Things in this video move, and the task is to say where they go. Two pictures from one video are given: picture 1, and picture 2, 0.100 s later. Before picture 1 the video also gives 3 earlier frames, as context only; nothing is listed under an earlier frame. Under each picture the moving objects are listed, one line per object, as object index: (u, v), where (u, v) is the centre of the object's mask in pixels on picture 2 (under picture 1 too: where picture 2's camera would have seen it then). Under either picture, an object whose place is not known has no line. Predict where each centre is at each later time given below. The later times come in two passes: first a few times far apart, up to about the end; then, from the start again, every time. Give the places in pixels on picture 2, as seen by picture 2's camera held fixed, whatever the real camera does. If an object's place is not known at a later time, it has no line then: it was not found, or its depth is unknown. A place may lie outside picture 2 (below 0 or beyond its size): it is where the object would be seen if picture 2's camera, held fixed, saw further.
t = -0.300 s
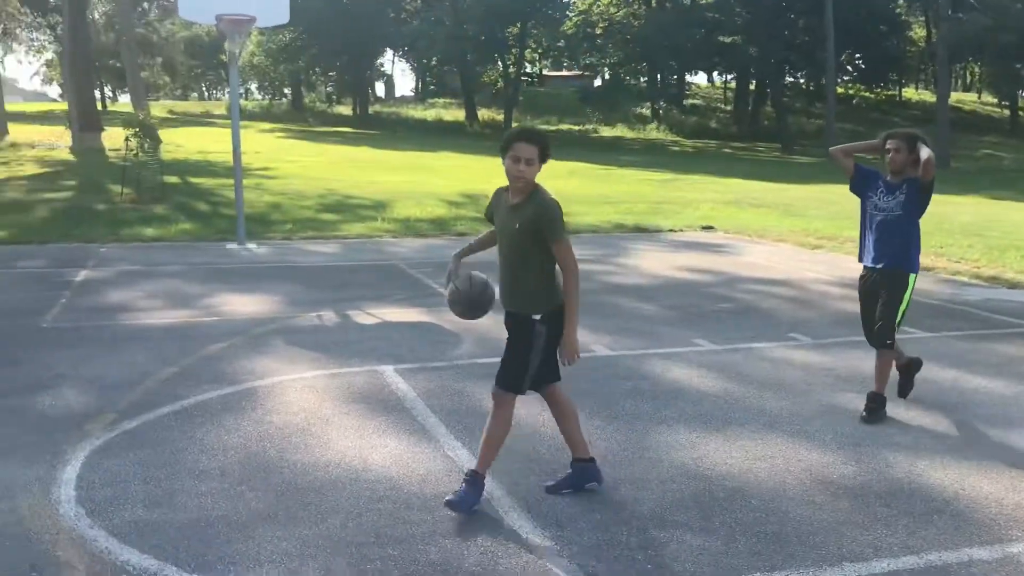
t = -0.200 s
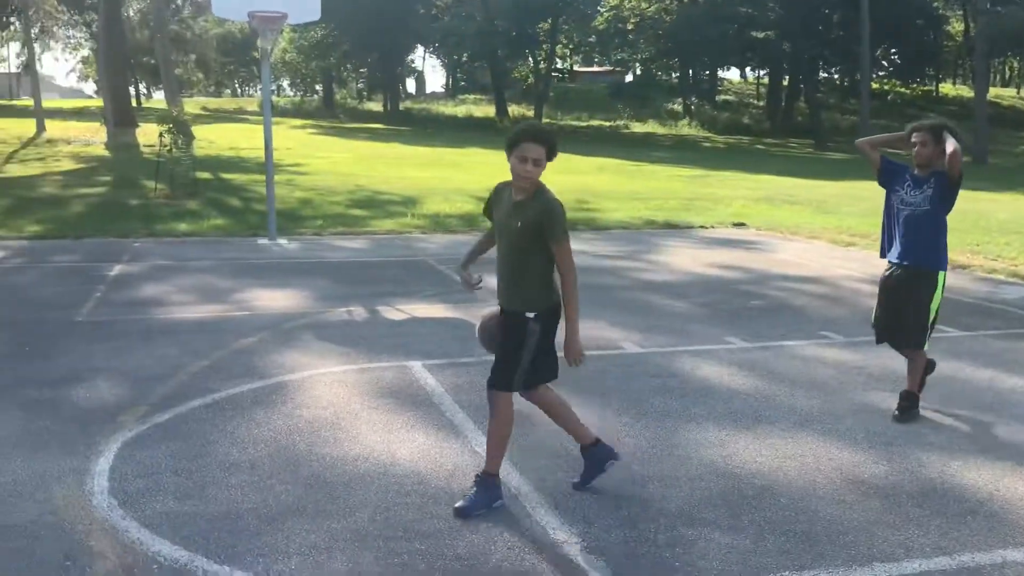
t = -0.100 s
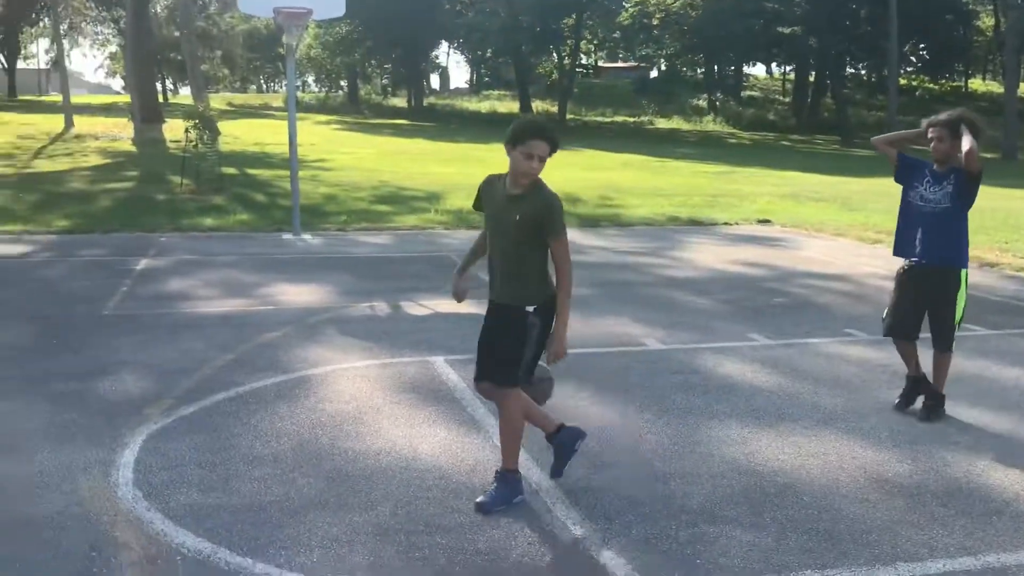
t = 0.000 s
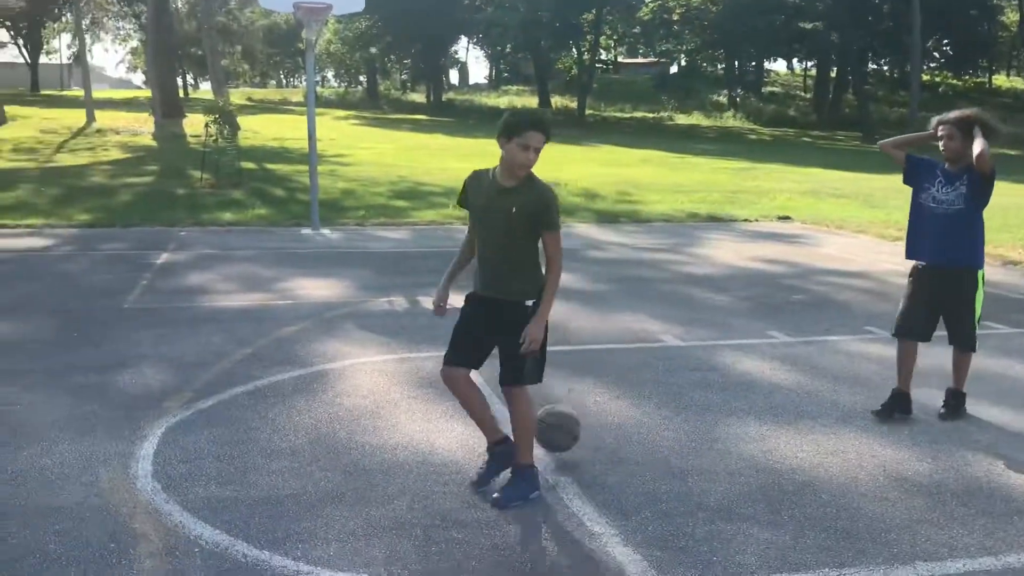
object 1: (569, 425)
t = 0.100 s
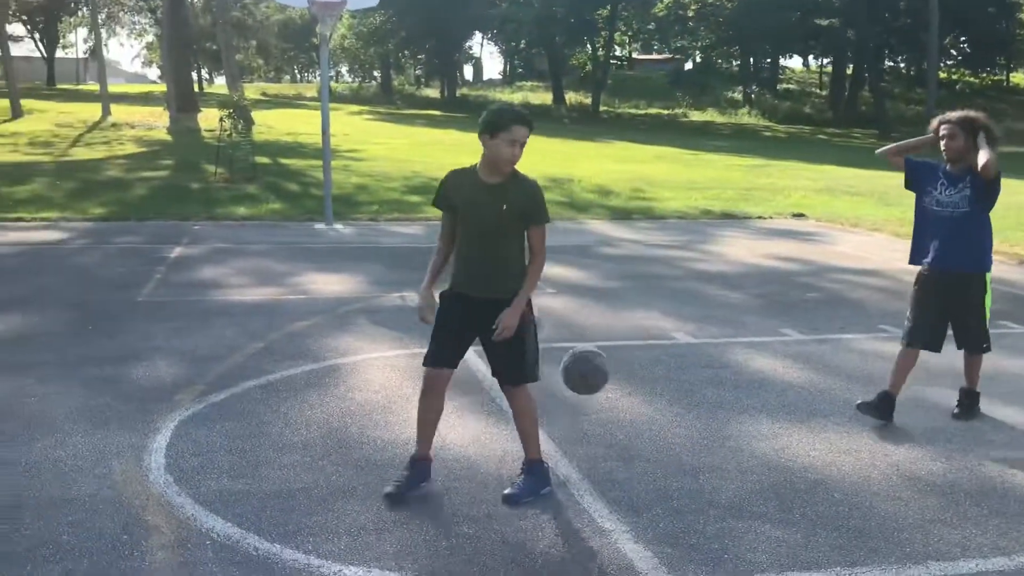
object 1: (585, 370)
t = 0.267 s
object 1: (615, 320)
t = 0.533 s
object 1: (661, 360)
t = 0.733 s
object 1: (695, 459)
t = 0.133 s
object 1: (591, 357)
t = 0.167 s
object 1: (596, 344)
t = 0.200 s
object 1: (602, 334)
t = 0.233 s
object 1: (609, 326)
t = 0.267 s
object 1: (615, 320)
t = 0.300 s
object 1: (620, 317)
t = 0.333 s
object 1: (626, 316)
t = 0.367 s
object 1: (632, 317)
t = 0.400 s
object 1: (638, 321)
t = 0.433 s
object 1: (644, 327)
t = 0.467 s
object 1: (650, 336)
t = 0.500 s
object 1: (656, 347)
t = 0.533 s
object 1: (661, 360)
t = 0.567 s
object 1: (666, 377)
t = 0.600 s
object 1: (672, 396)
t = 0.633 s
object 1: (677, 417)
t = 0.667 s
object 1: (683, 441)
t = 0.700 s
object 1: (688, 467)
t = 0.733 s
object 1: (695, 459)
